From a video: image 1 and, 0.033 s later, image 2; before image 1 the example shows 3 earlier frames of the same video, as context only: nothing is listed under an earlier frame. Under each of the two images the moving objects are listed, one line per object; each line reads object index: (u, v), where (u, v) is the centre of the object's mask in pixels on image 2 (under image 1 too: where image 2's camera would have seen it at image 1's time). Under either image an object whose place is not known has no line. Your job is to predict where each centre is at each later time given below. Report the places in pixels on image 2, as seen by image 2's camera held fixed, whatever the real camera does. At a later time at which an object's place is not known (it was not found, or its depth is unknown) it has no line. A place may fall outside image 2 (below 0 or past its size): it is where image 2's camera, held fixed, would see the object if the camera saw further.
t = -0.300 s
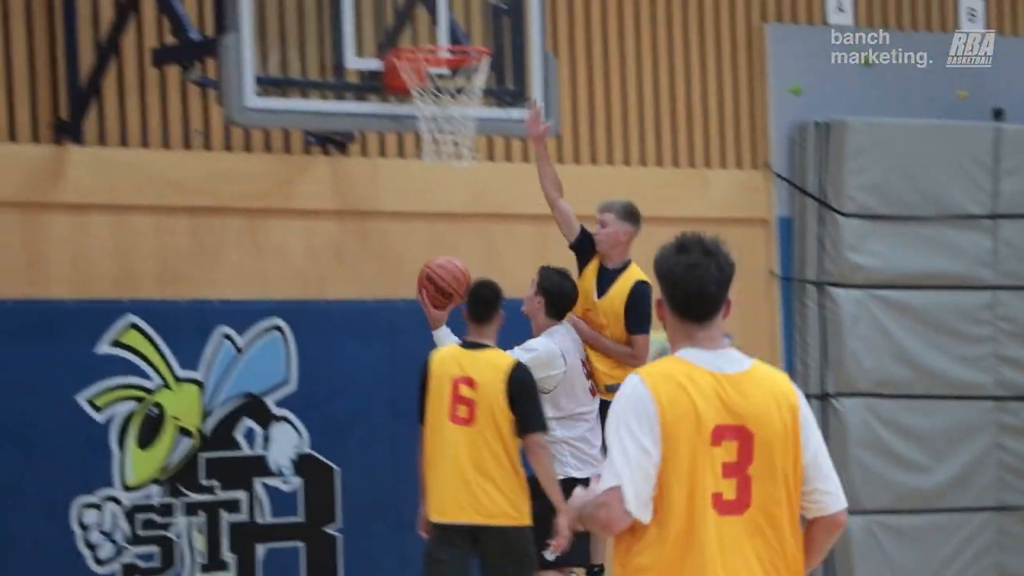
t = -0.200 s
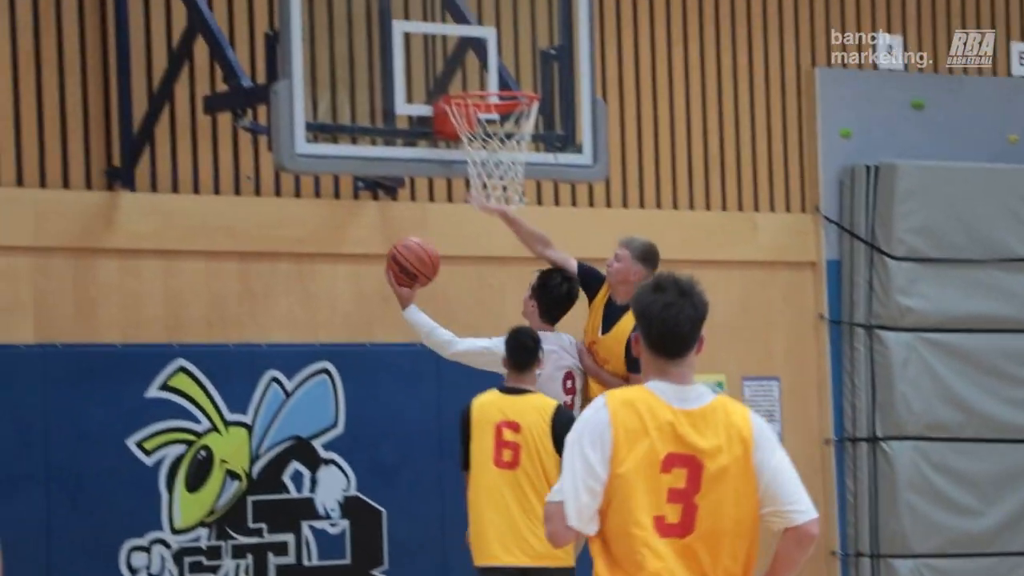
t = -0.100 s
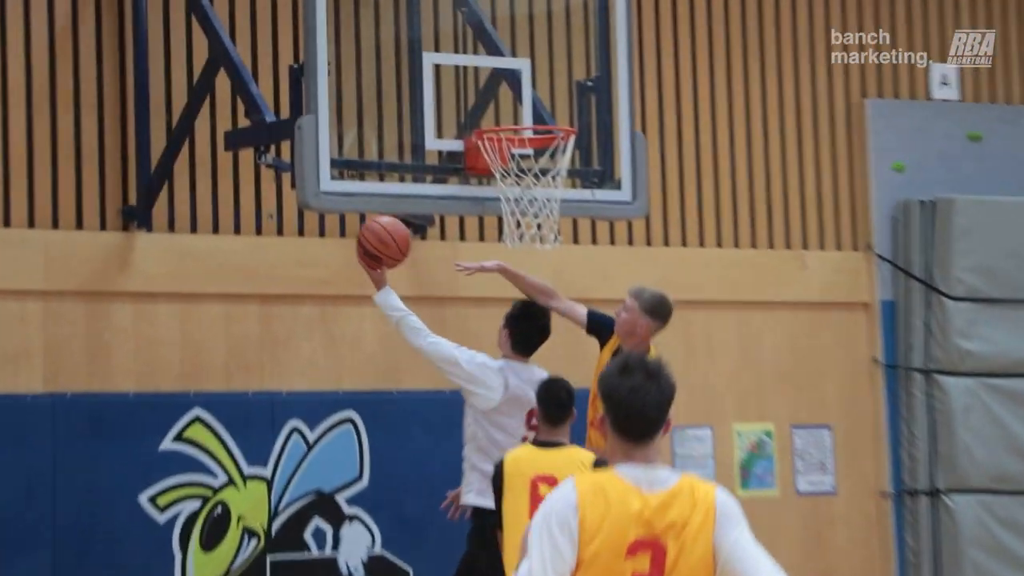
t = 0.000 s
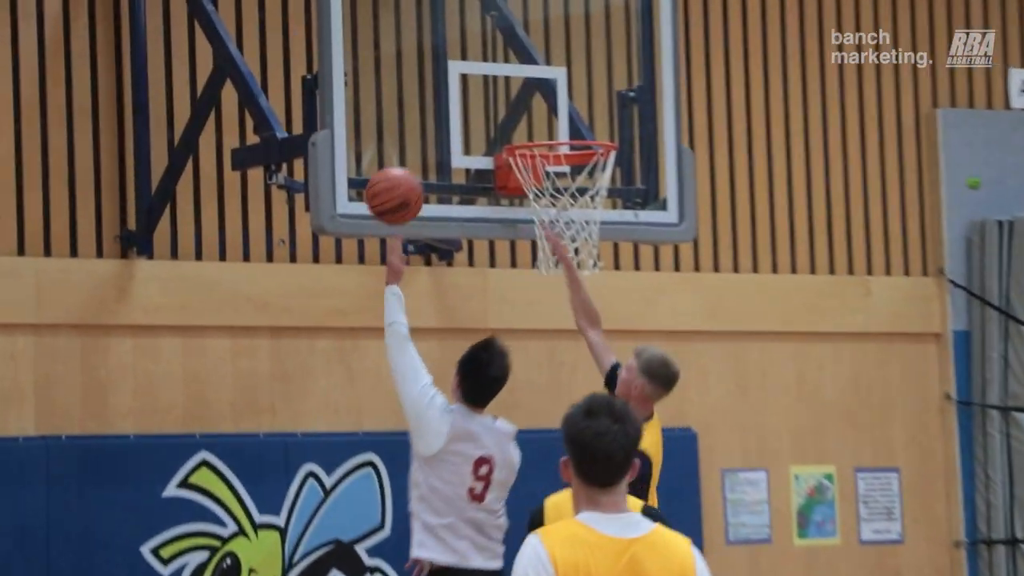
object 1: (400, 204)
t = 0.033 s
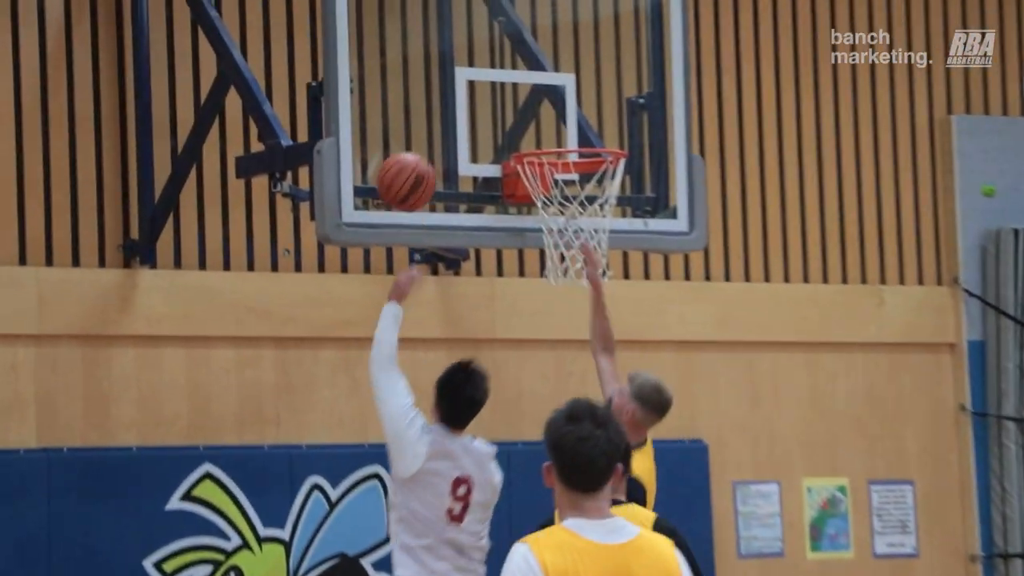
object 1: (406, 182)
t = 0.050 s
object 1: (409, 171)
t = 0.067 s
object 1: (412, 162)
